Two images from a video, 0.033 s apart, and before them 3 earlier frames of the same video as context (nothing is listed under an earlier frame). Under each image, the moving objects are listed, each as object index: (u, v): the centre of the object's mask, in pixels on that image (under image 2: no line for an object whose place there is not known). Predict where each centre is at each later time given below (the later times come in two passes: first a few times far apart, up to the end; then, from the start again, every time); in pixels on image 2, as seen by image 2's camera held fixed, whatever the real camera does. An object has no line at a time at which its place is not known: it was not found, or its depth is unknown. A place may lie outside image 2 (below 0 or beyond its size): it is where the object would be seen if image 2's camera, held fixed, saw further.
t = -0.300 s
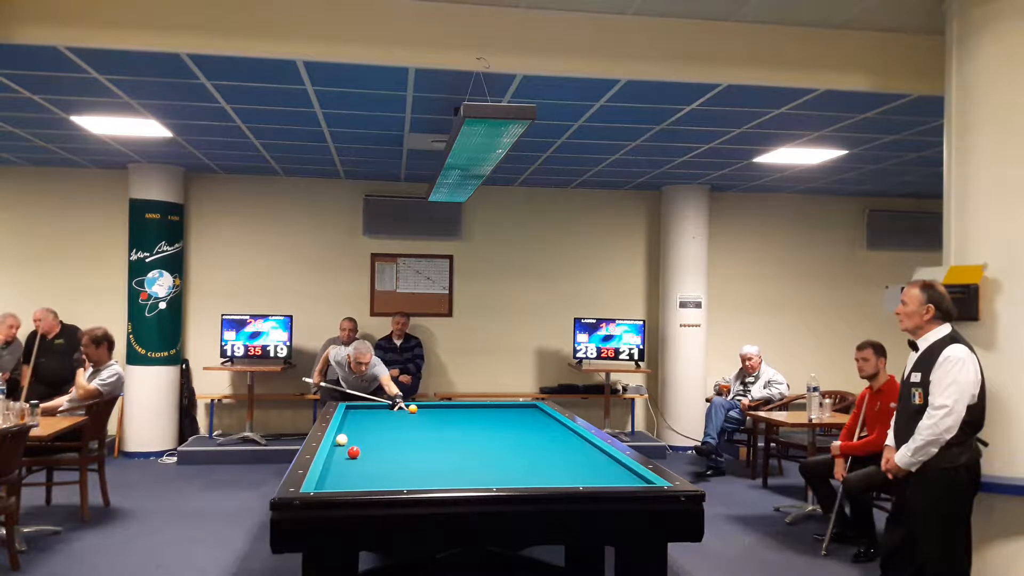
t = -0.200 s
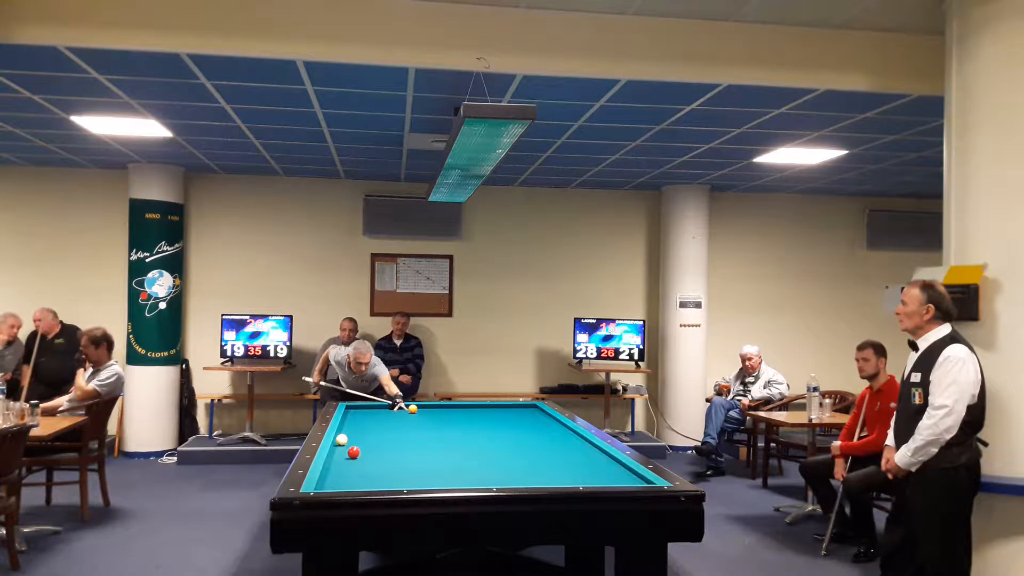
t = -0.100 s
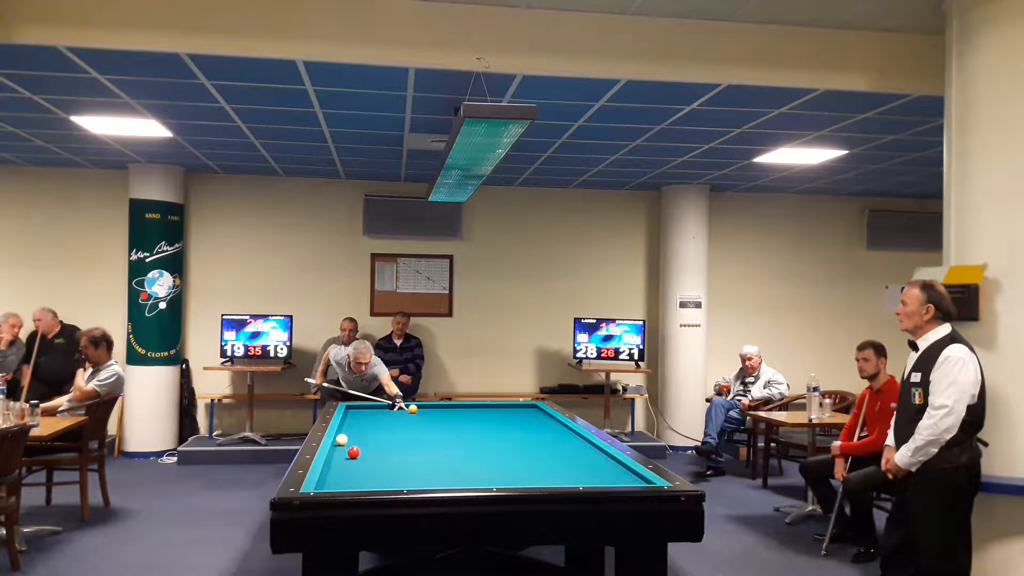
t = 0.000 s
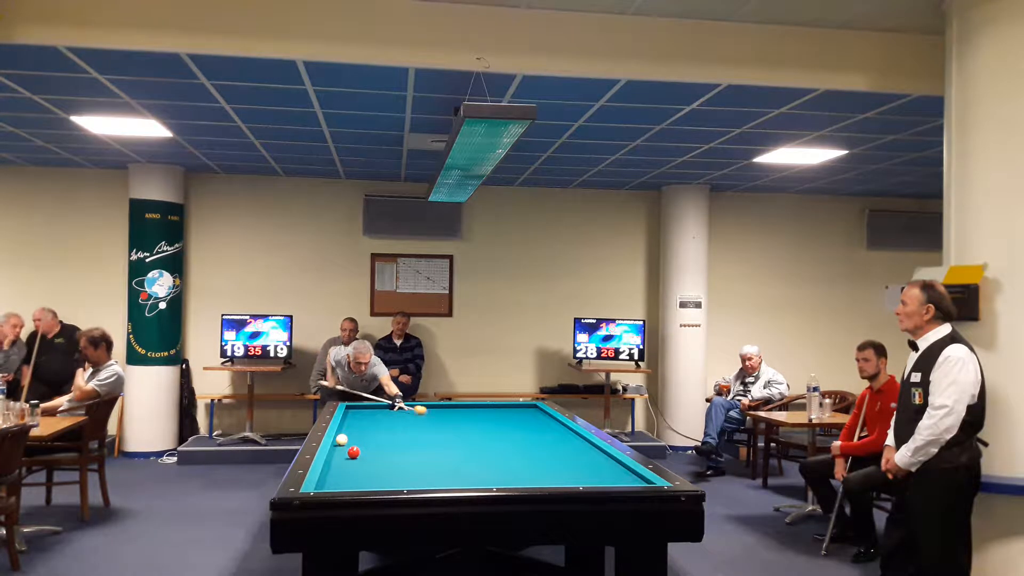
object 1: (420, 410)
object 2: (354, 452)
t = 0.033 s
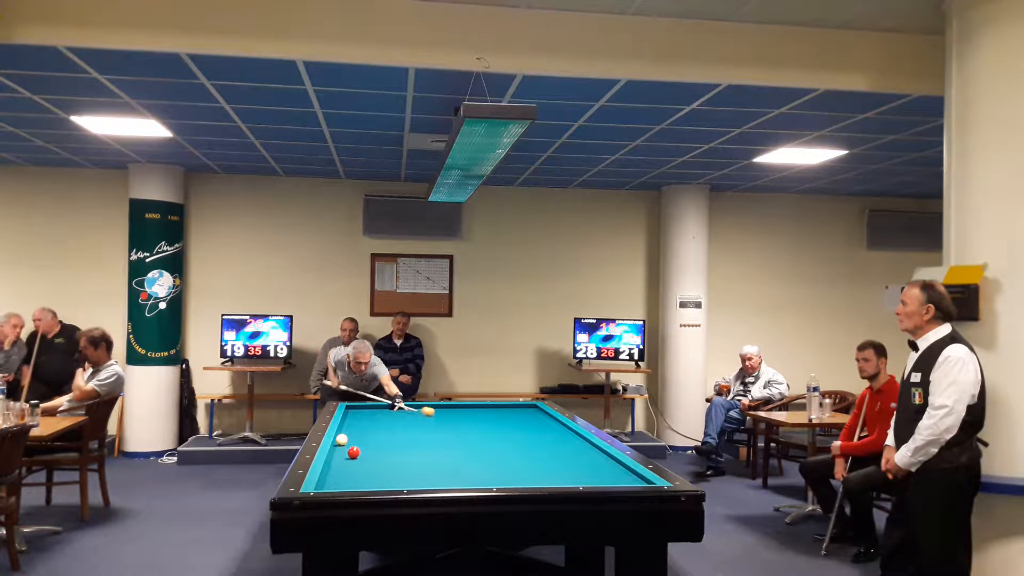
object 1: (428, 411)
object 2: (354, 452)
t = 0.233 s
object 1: (473, 420)
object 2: (354, 452)
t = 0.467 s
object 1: (531, 431)
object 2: (354, 452)
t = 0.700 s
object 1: (586, 444)
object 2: (354, 452)
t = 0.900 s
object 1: (571, 458)
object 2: (354, 452)
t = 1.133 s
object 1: (556, 477)
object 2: (354, 453)
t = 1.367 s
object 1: (505, 476)
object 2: (354, 452)
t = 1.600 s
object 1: (445, 465)
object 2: (353, 452)
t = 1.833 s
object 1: (393, 457)
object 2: (353, 452)
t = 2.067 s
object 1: (367, 450)
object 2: (335, 452)
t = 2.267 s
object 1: (366, 444)
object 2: (359, 451)
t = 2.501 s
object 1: (362, 440)
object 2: (386, 449)
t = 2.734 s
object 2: (411, 448)
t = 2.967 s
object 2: (435, 447)
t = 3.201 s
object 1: (354, 427)
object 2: (458, 446)
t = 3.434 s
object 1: (352, 424)
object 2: (480, 445)
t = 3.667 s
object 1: (350, 420)
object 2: (502, 444)
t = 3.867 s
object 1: (349, 418)
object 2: (519, 443)
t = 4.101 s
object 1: (347, 415)
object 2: (539, 442)
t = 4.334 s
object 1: (349, 412)
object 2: (558, 442)
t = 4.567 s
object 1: (351, 409)
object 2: (576, 441)
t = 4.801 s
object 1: (354, 407)
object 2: (578, 440)
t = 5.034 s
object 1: (358, 406)
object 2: (567, 440)
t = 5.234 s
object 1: (363, 407)
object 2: (558, 439)
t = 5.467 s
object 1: (369, 408)
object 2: (547, 439)
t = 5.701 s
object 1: (375, 409)
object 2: (537, 439)
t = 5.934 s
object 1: (381, 410)
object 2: (527, 439)
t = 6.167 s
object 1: (387, 411)
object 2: (518, 438)
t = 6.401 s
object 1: (392, 413)
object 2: (509, 438)
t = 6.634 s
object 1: (398, 414)
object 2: (501, 438)
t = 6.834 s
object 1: (403, 415)
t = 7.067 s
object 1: (408, 416)
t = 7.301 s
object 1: (413, 417)
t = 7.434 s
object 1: (416, 418)
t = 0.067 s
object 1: (435, 412)
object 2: (354, 452)
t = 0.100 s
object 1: (443, 414)
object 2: (354, 452)
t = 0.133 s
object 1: (451, 415)
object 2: (354, 452)
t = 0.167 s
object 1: (458, 417)
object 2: (354, 452)
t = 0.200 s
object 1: (466, 418)
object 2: (354, 452)
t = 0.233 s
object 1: (473, 420)
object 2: (354, 452)
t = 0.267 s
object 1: (481, 421)
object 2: (353, 453)
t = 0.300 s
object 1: (489, 423)
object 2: (354, 452)
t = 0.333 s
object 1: (497, 424)
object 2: (354, 452)
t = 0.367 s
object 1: (506, 426)
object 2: (354, 452)
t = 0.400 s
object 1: (514, 428)
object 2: (354, 453)
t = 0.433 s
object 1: (522, 429)
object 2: (353, 452)
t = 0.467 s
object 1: (531, 431)
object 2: (354, 452)
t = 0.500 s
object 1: (540, 433)
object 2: (354, 452)
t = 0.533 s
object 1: (550, 435)
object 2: (354, 452)
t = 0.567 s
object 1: (559, 437)
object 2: (353, 452)
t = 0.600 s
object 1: (569, 439)
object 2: (353, 453)
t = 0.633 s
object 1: (579, 441)
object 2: (354, 452)
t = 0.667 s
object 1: (587, 442)
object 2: (354, 452)
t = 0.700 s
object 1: (586, 444)
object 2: (354, 452)
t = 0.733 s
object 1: (582, 447)
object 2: (354, 452)
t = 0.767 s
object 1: (579, 449)
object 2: (354, 452)
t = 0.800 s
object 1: (577, 451)
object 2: (354, 452)
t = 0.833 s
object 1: (575, 453)
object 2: (354, 452)
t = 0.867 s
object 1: (573, 456)
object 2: (354, 452)
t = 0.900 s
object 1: (571, 458)
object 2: (354, 452)
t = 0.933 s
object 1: (569, 460)
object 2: (354, 452)
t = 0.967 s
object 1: (567, 463)
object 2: (354, 452)
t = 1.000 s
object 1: (565, 466)
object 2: (354, 452)
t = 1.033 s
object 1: (563, 469)
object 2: (354, 453)
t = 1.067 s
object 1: (561, 471)
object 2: (354, 452)
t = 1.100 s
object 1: (559, 474)
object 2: (354, 452)
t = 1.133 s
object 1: (556, 477)
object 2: (354, 453)
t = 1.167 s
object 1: (554, 479)
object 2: (354, 452)
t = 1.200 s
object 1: (551, 481)
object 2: (354, 453)
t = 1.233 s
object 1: (545, 482)
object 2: (354, 452)
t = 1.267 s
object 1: (534, 481)
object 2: (353, 453)
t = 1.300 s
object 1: (524, 479)
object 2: (353, 453)
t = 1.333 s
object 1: (514, 478)
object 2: (354, 452)
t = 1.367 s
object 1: (505, 476)
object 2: (354, 452)
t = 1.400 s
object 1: (495, 474)
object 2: (354, 452)
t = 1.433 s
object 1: (486, 472)
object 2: (354, 452)
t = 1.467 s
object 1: (477, 471)
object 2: (353, 453)
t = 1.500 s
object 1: (469, 469)
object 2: (353, 452)
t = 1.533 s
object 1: (461, 468)
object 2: (354, 452)
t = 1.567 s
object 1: (453, 467)
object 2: (353, 452)
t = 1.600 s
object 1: (445, 465)
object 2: (353, 452)
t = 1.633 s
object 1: (437, 464)
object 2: (353, 452)
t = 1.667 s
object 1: (430, 463)
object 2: (353, 452)
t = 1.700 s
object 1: (422, 461)
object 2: (353, 452)
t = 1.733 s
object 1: (415, 460)
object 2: (354, 452)
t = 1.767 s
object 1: (407, 459)
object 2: (353, 452)
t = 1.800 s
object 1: (400, 458)
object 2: (353, 452)
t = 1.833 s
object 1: (393, 457)
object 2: (353, 452)
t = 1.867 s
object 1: (386, 456)
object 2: (354, 452)
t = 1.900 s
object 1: (379, 454)
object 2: (353, 452)
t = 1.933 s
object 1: (372, 453)
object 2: (353, 452)
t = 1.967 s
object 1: (366, 453)
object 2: (352, 452)
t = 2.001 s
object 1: (366, 452)
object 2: (346, 452)
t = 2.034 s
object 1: (367, 451)
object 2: (339, 451)
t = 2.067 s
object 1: (367, 450)
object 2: (335, 452)
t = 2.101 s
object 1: (367, 450)
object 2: (339, 451)
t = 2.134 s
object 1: (367, 449)
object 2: (344, 451)
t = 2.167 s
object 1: (366, 448)
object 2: (348, 451)
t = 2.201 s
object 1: (366, 447)
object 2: (352, 451)
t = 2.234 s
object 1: (365, 446)
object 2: (355, 451)
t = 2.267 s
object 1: (366, 444)
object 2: (359, 451)
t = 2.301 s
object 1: (365, 443)
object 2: (363, 450)
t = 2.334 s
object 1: (363, 443)
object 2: (367, 450)
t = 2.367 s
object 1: (363, 443)
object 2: (371, 450)
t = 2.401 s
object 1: (363, 443)
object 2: (375, 450)
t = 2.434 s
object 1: (362, 442)
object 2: (378, 450)
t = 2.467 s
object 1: (362, 441)
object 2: (382, 450)
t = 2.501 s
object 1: (362, 440)
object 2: (386, 449)
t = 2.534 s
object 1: (361, 440)
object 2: (390, 449)
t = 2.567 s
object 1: (361, 439)
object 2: (393, 449)
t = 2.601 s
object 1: (361, 438)
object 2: (397, 449)
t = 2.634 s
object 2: (400, 449)
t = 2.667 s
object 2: (404, 448)
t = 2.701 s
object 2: (408, 448)
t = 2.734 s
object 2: (411, 448)
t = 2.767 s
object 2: (415, 448)
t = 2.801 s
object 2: (418, 448)
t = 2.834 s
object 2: (421, 447)
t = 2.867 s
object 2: (425, 447)
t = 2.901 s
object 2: (428, 447)
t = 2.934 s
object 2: (432, 447)
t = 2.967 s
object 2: (435, 447)
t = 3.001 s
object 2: (438, 447)
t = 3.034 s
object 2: (442, 447)
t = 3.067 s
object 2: (445, 446)
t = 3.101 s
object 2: (448, 446)
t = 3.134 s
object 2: (452, 446)
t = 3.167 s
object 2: (455, 446)
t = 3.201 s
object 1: (354, 427)
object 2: (458, 446)
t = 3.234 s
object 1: (354, 427)
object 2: (461, 446)
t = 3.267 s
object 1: (354, 426)
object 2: (464, 446)
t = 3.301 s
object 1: (353, 426)
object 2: (468, 445)
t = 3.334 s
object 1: (353, 425)
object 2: (471, 445)
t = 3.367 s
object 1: (353, 425)
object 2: (474, 445)
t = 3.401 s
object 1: (352, 424)
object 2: (477, 445)
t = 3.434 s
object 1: (352, 424)
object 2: (480, 445)
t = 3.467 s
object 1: (352, 423)
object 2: (483, 445)
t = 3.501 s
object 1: (351, 423)
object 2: (486, 445)
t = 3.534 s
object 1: (351, 422)
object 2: (490, 444)
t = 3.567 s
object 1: (351, 422)
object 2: (493, 444)
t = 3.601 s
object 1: (351, 421)
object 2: (496, 444)
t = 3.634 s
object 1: (350, 421)
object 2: (499, 444)
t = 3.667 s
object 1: (350, 420)
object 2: (502, 444)
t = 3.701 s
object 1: (350, 420)
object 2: (505, 444)
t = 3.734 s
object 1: (350, 419)
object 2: (508, 443)
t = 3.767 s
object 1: (349, 419)
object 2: (510, 443)
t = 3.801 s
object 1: (349, 418)
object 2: (513, 443)
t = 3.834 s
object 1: (349, 418)
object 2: (516, 443)
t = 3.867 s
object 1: (349, 418)
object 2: (519, 443)
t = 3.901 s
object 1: (349, 417)
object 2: (522, 443)
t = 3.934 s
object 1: (348, 417)
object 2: (525, 443)
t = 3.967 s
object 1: (348, 416)
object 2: (528, 443)
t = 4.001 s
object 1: (348, 416)
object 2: (531, 443)
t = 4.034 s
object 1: (348, 415)
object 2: (533, 442)
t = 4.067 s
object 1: (348, 415)
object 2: (536, 442)
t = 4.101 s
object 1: (347, 415)
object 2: (539, 442)
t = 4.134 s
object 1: (347, 414)
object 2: (542, 442)
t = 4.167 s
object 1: (347, 414)
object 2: (544, 442)
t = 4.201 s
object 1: (347, 413)
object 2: (547, 442)
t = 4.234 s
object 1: (348, 413)
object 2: (550, 442)
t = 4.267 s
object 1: (348, 413)
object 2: (552, 442)
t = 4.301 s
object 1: (349, 412)
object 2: (555, 442)
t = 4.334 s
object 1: (349, 412)
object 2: (558, 442)
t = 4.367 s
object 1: (349, 411)
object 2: (561, 441)
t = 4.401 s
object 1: (350, 411)
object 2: (563, 441)
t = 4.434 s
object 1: (350, 411)
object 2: (566, 441)
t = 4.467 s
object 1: (350, 410)
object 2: (568, 441)
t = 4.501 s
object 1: (351, 410)
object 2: (571, 441)
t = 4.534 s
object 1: (351, 410)
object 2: (574, 441)
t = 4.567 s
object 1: (351, 409)
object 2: (576, 441)
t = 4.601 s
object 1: (352, 409)
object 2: (579, 441)
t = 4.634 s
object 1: (352, 409)
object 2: (581, 441)
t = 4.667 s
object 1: (353, 408)
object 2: (584, 440)
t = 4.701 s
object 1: (353, 408)
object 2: (584, 440)
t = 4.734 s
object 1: (353, 407)
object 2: (582, 440)
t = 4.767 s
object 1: (353, 407)
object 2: (580, 440)
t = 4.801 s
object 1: (354, 407)
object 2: (578, 440)
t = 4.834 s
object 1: (354, 407)
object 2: (577, 440)
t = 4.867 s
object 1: (354, 406)
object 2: (575, 440)
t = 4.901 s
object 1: (355, 406)
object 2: (573, 440)
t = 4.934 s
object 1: (355, 406)
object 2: (572, 440)
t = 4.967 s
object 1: (356, 406)
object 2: (570, 440)
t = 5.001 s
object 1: (357, 406)
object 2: (569, 440)
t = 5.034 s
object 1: (358, 406)
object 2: (567, 440)
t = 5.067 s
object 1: (359, 406)
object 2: (565, 440)
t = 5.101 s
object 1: (360, 406)
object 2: (564, 440)
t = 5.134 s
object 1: (361, 406)
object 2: (562, 440)
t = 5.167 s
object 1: (361, 406)
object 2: (561, 440)
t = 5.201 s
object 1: (362, 407)
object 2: (559, 439)
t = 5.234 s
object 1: (363, 407)
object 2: (558, 439)
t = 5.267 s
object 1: (364, 407)
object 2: (556, 439)
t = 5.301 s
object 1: (365, 407)
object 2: (555, 439)
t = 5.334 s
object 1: (366, 407)
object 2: (553, 439)
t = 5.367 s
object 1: (367, 407)
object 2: (552, 439)
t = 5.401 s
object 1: (368, 408)
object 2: (550, 439)
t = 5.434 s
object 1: (368, 408)
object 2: (549, 439)
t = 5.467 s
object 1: (369, 408)
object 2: (547, 439)
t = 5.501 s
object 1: (370, 408)
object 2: (546, 439)
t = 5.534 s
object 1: (371, 408)
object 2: (544, 439)
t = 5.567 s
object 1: (372, 409)
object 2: (543, 439)
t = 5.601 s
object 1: (373, 409)
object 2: (541, 439)
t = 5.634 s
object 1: (374, 409)
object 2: (540, 439)
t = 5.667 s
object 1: (374, 409)
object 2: (538, 439)
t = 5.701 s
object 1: (375, 409)
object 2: (537, 439)
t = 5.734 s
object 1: (376, 409)
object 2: (536, 439)
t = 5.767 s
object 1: (377, 410)
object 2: (534, 439)
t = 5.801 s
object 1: (378, 410)
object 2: (533, 439)
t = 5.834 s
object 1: (378, 410)
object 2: (531, 439)
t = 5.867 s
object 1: (379, 410)
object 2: (530, 439)
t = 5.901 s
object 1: (380, 410)
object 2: (529, 439)
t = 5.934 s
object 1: (381, 410)
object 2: (527, 439)
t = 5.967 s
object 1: (382, 411)
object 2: (526, 439)
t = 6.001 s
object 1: (383, 411)
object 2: (525, 438)
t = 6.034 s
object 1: (383, 411)
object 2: (523, 438)
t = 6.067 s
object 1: (384, 411)
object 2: (522, 438)
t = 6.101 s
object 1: (385, 411)
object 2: (520, 438)
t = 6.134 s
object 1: (386, 411)
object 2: (519, 438)
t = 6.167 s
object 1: (387, 411)
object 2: (518, 438)
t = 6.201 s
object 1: (388, 412)
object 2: (517, 438)
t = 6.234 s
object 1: (388, 412)
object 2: (515, 438)
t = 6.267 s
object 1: (389, 412)
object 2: (514, 438)
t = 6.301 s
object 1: (390, 412)
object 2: (513, 438)
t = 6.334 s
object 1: (391, 413)
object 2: (511, 438)
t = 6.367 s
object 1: (391, 413)
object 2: (510, 438)
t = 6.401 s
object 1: (392, 413)
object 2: (509, 438)
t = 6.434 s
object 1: (393, 413)
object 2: (508, 438)
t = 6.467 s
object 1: (394, 413)
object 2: (506, 438)
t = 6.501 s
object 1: (395, 413)
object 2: (505, 438)
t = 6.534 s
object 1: (395, 414)
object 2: (504, 438)
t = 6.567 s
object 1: (396, 414)
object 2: (503, 438)
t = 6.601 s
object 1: (397, 414)
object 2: (502, 438)
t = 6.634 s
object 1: (398, 414)
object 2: (501, 438)
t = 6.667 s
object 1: (399, 414)
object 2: (499, 438)
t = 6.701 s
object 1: (399, 414)
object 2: (498, 438)
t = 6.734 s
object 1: (400, 414)
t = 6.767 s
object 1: (401, 414)
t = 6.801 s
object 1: (402, 415)
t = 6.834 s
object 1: (403, 415)
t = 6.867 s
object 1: (403, 415)
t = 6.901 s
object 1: (404, 415)
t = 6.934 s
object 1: (405, 415)
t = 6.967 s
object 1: (406, 415)
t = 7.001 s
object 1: (406, 415)
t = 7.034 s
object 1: (407, 416)
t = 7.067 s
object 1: (408, 416)
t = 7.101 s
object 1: (409, 416)
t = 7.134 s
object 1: (410, 416)
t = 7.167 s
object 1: (410, 416)
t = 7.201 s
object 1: (411, 416)
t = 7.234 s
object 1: (412, 417)
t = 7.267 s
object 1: (413, 417)
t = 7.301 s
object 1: (413, 417)
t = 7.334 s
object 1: (414, 417)
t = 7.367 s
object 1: (415, 417)
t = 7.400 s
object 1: (416, 417)
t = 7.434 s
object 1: (416, 418)
